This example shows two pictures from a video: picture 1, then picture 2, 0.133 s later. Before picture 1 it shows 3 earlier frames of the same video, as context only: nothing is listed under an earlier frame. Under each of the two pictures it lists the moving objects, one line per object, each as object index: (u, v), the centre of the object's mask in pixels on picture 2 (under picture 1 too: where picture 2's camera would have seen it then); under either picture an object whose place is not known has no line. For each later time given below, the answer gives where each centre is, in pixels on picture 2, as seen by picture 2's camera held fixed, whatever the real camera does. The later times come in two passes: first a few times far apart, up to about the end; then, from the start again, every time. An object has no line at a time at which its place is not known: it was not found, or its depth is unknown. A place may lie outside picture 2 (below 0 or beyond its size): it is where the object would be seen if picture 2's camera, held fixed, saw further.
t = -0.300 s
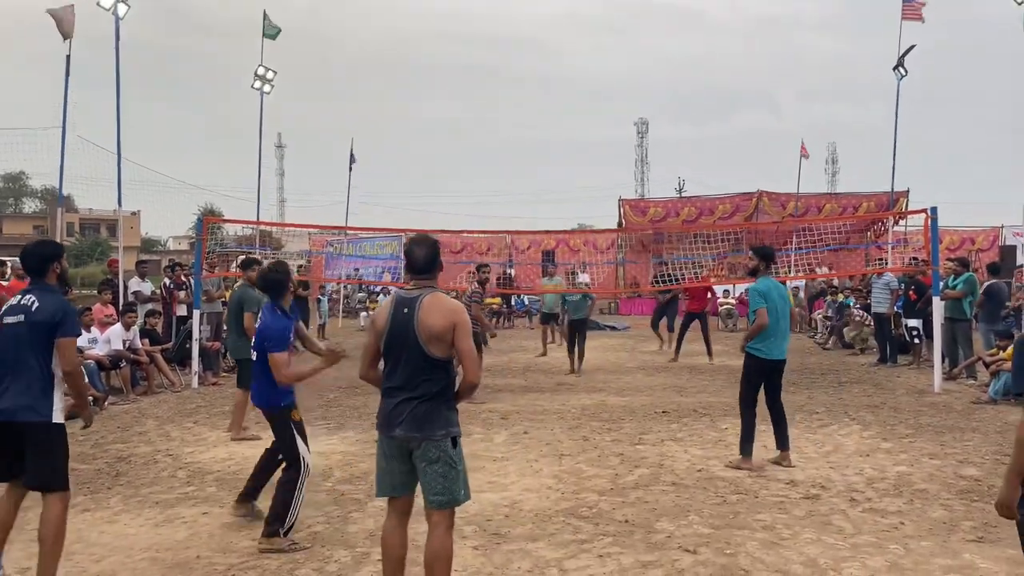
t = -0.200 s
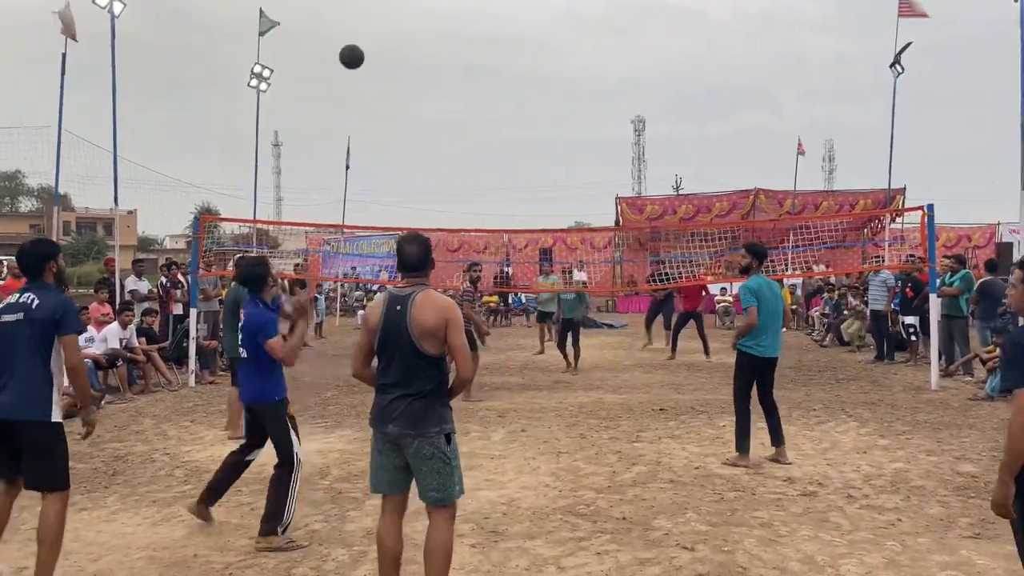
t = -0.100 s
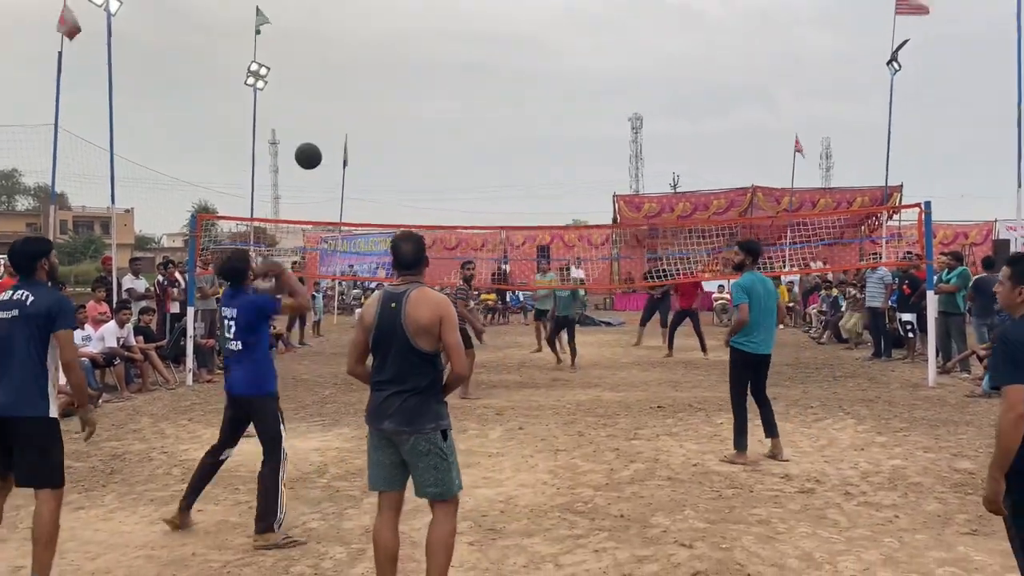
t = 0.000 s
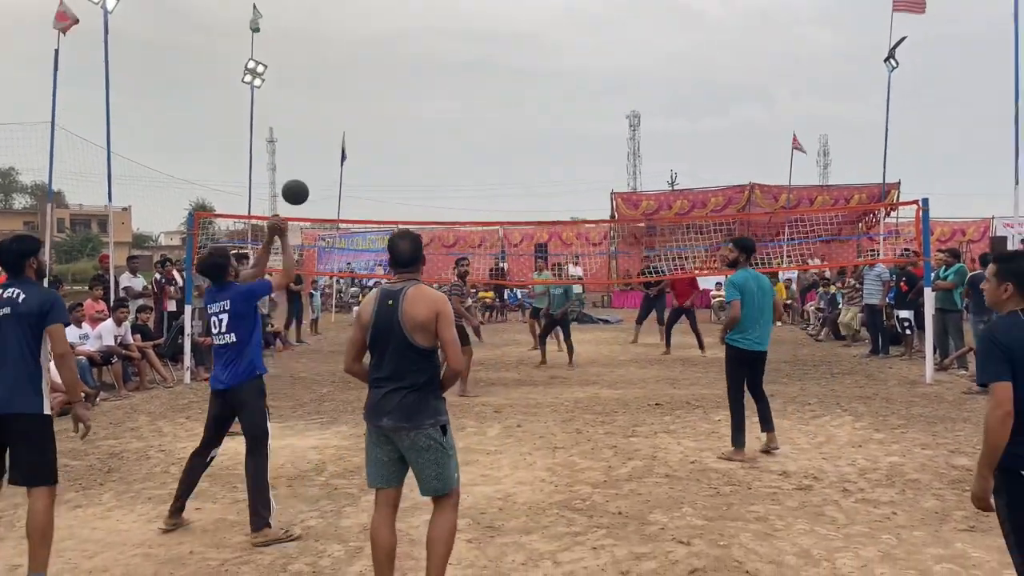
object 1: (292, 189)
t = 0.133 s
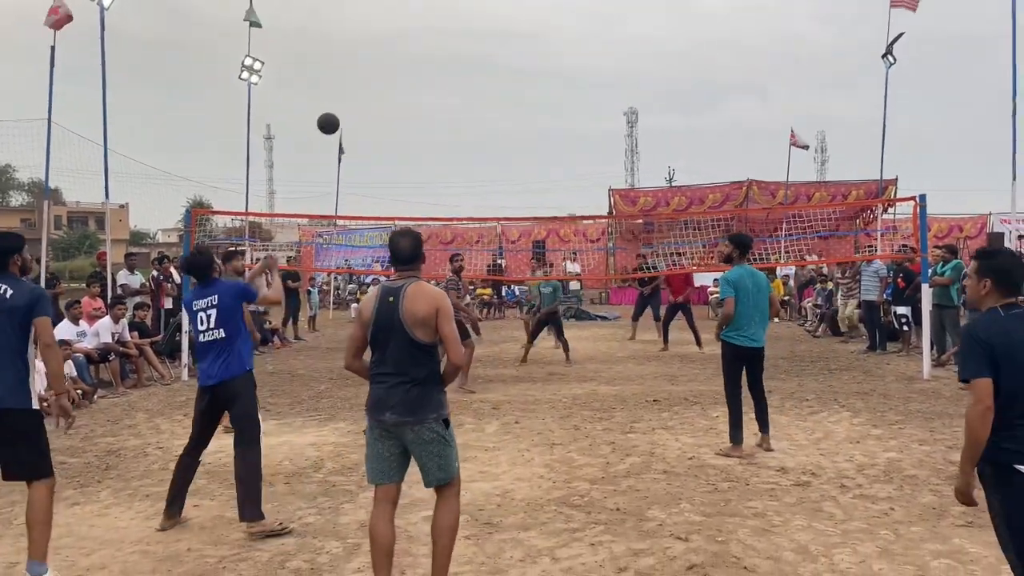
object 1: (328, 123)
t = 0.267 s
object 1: (353, 98)
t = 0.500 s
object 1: (382, 108)
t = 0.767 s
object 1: (404, 165)
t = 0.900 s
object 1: (412, 204)
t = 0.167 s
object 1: (335, 114)
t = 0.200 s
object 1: (342, 107)
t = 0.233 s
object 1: (347, 101)
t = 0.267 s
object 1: (353, 98)
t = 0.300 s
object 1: (358, 96)
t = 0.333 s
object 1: (363, 95)
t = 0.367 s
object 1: (367, 96)
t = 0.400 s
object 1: (371, 97)
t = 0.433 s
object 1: (375, 100)
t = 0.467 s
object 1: (379, 103)
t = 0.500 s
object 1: (382, 108)
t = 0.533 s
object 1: (385, 113)
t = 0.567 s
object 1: (388, 119)
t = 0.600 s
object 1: (391, 125)
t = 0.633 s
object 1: (394, 132)
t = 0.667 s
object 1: (396, 140)
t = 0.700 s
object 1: (399, 148)
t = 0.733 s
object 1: (401, 156)
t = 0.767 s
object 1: (404, 165)
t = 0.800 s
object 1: (406, 174)
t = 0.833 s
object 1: (408, 184)
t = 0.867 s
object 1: (410, 194)
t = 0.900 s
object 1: (412, 204)
